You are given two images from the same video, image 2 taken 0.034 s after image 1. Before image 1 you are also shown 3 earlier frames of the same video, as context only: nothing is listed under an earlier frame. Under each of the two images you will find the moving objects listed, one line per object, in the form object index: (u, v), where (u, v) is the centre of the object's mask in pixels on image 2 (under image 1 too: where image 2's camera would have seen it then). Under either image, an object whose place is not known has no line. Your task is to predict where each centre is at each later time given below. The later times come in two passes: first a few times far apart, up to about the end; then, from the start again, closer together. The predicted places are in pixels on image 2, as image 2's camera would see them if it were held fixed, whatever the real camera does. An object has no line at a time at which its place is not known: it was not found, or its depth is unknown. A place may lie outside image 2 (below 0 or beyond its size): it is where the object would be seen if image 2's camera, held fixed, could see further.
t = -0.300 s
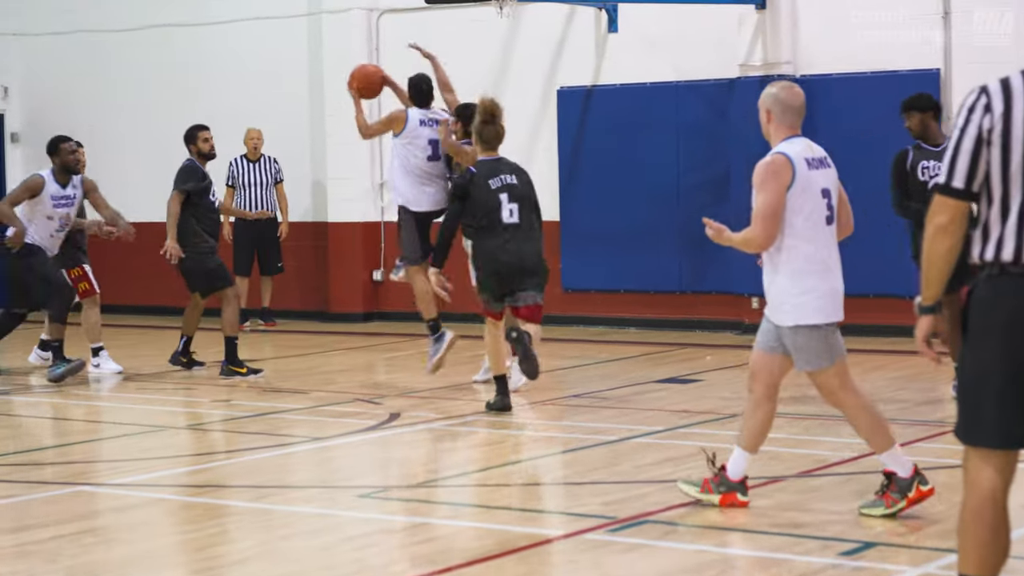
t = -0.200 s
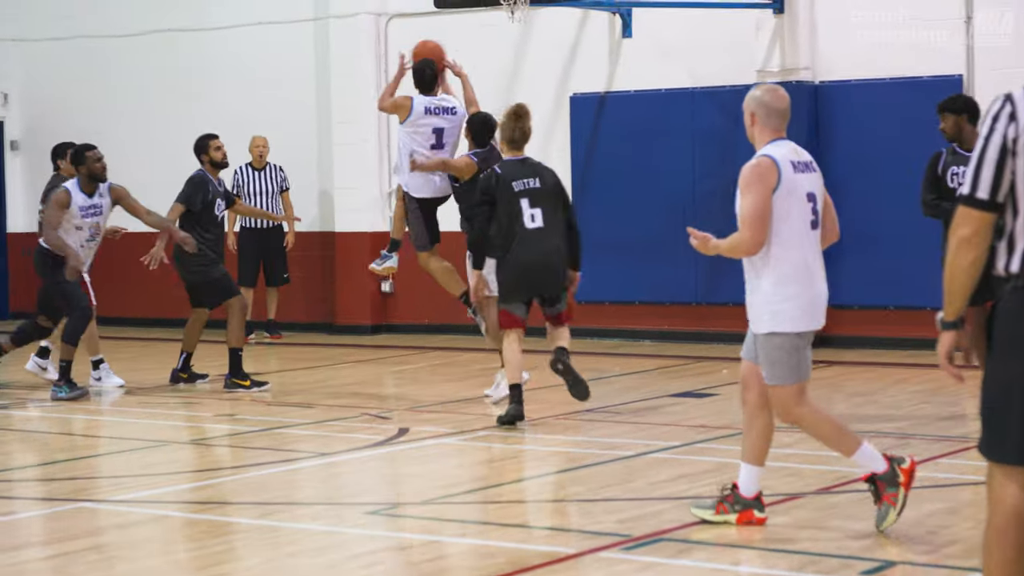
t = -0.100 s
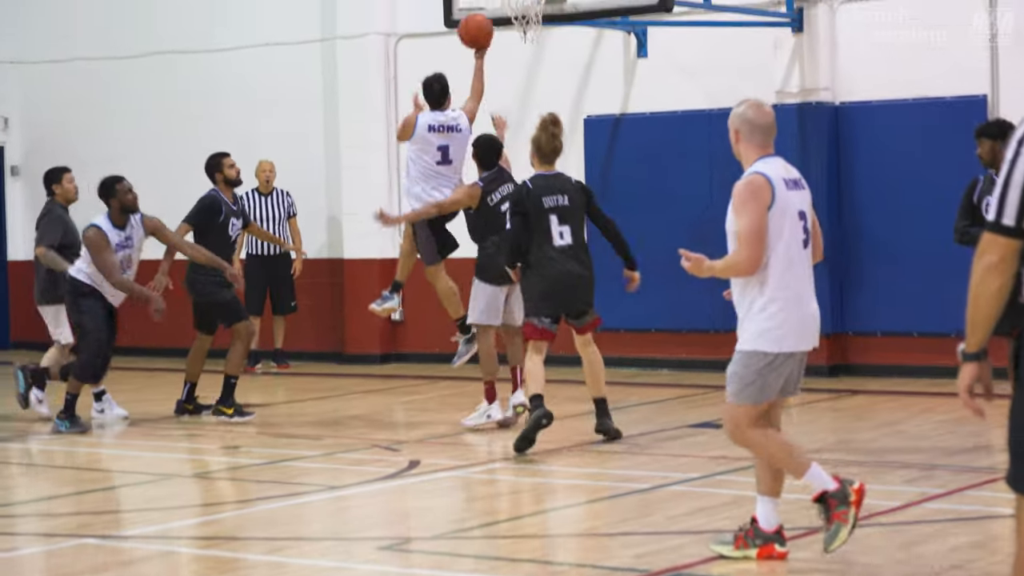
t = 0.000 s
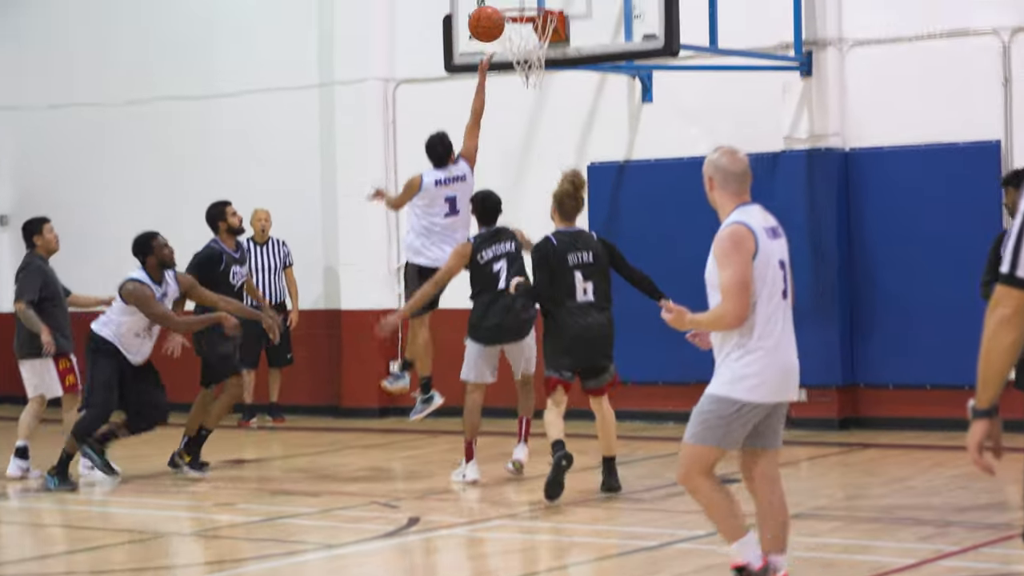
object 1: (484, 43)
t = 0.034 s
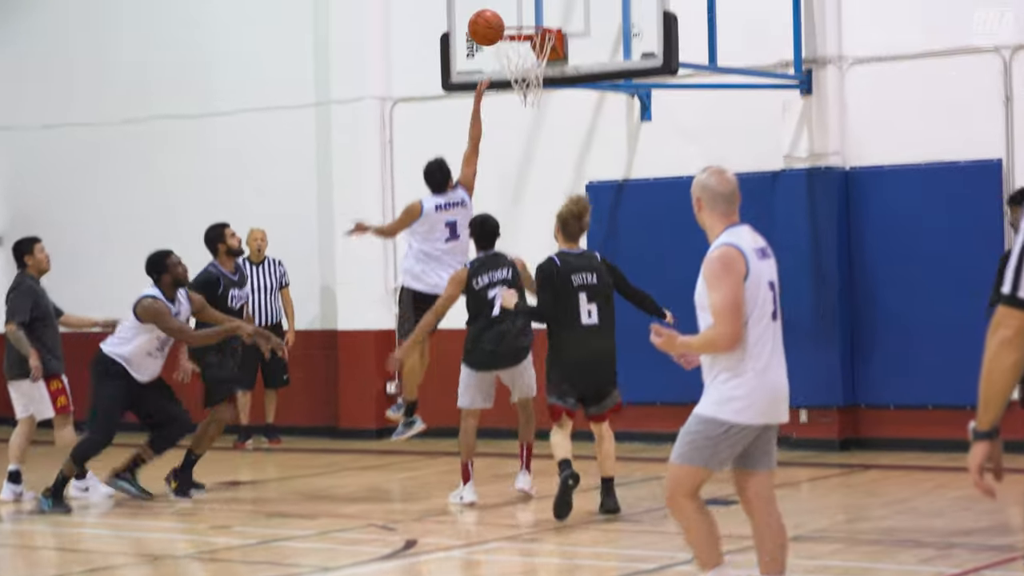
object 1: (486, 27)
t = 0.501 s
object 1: (519, 6)
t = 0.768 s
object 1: (535, 22)
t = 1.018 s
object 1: (510, 29)
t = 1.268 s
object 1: (503, 90)
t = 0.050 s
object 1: (487, 20)
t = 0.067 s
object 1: (488, 14)
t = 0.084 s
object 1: (488, 7)
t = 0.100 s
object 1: (489, 2)
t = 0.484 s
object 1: (517, 1)
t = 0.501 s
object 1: (519, 6)
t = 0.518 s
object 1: (520, 11)
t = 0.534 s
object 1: (521, 15)
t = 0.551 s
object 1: (523, 15)
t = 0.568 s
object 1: (524, 14)
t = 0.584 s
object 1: (526, 14)
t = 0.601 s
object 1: (528, 15)
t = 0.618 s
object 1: (529, 15)
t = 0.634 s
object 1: (531, 16)
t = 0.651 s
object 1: (533, 17)
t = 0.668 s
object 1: (534, 18)
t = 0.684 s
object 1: (536, 20)
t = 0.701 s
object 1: (536, 20)
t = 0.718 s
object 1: (536, 20)
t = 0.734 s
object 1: (536, 21)
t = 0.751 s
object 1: (535, 21)
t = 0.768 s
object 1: (535, 22)
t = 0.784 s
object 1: (535, 23)
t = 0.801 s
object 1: (534, 23)
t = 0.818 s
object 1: (531, 24)
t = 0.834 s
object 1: (529, 24)
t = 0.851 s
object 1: (527, 25)
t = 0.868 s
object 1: (525, 25)
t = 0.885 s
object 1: (523, 26)
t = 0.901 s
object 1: (520, 26)
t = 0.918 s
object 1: (518, 27)
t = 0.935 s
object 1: (515, 27)
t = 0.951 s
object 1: (513, 28)
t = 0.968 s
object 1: (512, 28)
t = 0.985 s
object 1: (511, 28)
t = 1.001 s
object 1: (511, 28)
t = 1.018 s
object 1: (510, 29)
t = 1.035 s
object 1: (509, 29)
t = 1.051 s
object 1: (509, 45)
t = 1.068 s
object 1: (500, 43)
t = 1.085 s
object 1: (502, 51)
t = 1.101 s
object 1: (505, 53)
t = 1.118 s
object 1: (505, 56)
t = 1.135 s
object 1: (504, 60)
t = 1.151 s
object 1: (504, 64)
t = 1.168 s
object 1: (503, 69)
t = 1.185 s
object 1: (503, 73)
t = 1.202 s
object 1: (503, 76)
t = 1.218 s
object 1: (502, 80)
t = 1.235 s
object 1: (503, 84)
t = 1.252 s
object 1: (503, 87)
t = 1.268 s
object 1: (503, 90)
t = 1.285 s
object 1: (503, 95)
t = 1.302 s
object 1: (505, 103)
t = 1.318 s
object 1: (505, 104)
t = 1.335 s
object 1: (506, 109)
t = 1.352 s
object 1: (507, 115)
